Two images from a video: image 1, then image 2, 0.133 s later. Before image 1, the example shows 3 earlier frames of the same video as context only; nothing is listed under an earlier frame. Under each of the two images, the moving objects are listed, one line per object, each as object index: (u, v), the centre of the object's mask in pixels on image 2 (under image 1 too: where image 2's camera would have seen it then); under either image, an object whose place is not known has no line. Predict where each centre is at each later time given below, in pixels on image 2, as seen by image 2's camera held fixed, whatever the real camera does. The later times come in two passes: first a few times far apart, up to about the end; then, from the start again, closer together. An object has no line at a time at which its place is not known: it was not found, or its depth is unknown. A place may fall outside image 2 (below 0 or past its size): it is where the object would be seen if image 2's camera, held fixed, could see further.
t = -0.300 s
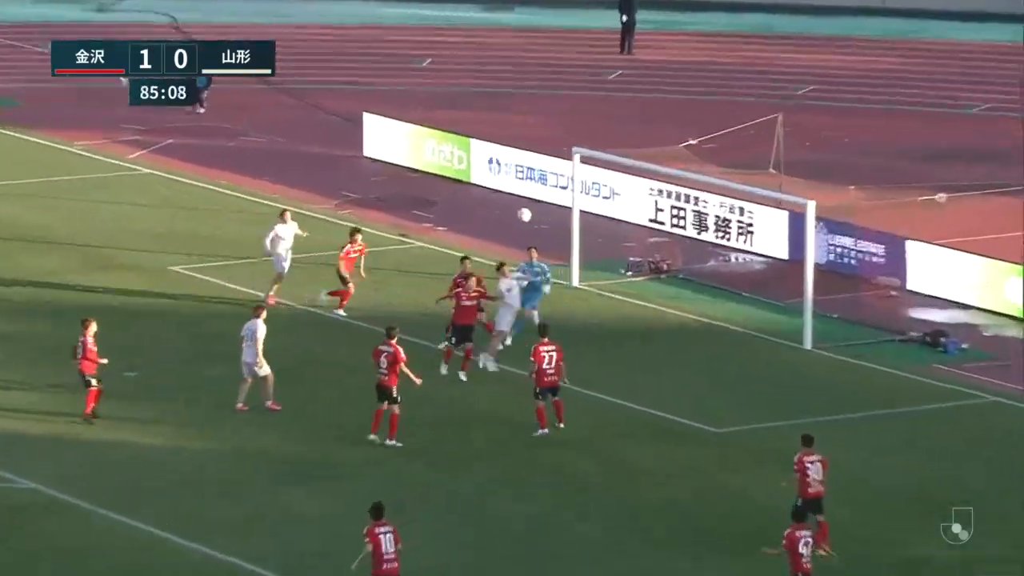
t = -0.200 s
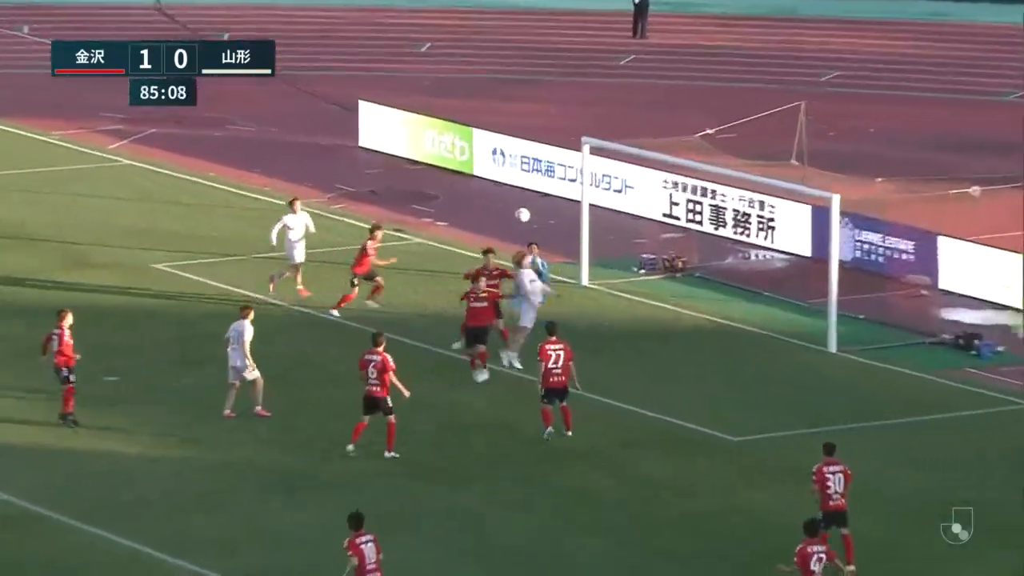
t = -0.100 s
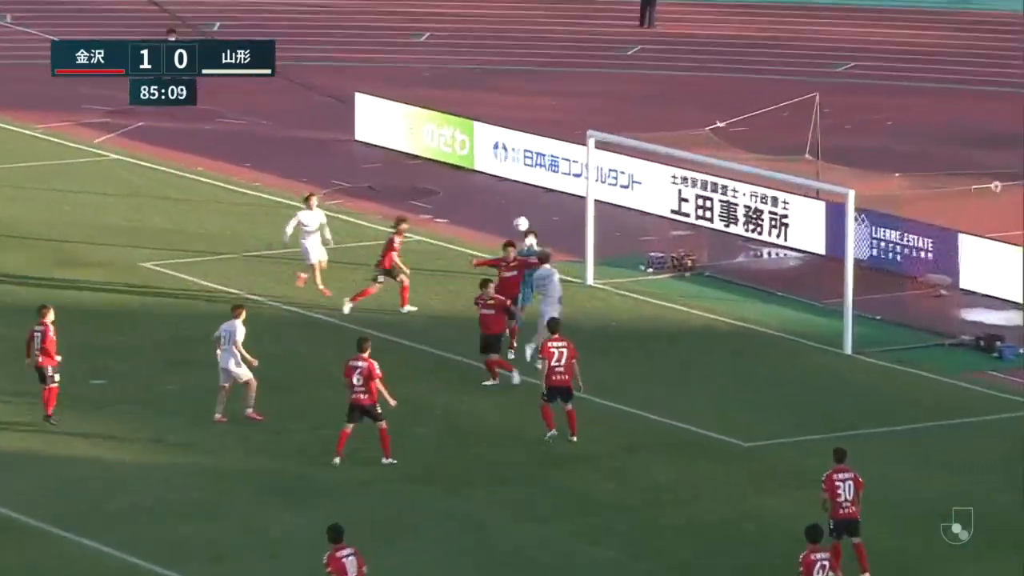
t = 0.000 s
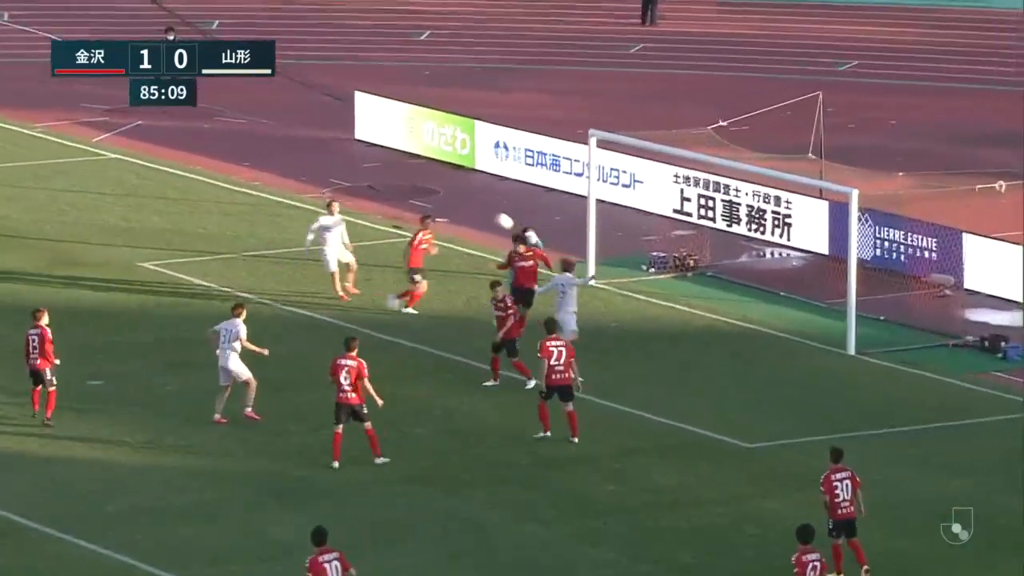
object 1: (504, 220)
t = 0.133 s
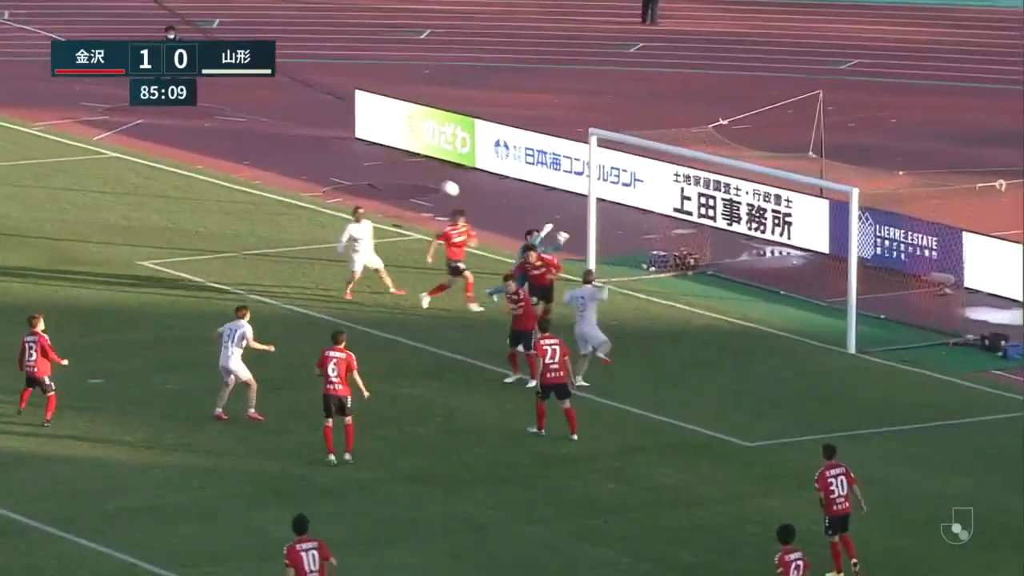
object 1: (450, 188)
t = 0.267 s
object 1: (403, 168)
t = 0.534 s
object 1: (312, 166)
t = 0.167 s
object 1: (438, 181)
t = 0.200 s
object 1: (427, 176)
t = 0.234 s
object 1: (416, 172)
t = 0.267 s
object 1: (403, 168)
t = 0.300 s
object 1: (392, 165)
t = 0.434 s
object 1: (346, 162)
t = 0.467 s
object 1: (334, 162)
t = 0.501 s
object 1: (323, 164)
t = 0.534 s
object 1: (312, 166)
